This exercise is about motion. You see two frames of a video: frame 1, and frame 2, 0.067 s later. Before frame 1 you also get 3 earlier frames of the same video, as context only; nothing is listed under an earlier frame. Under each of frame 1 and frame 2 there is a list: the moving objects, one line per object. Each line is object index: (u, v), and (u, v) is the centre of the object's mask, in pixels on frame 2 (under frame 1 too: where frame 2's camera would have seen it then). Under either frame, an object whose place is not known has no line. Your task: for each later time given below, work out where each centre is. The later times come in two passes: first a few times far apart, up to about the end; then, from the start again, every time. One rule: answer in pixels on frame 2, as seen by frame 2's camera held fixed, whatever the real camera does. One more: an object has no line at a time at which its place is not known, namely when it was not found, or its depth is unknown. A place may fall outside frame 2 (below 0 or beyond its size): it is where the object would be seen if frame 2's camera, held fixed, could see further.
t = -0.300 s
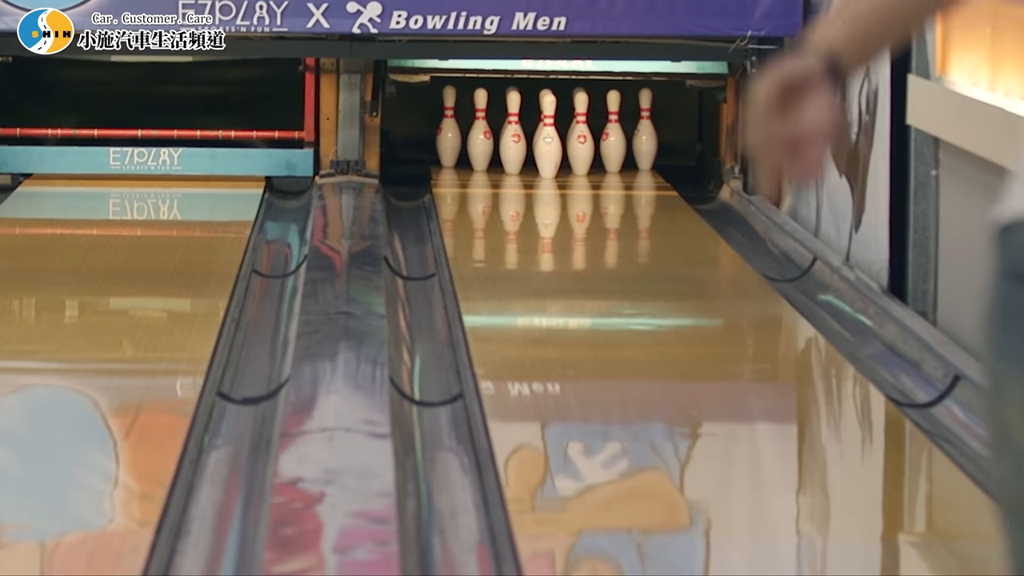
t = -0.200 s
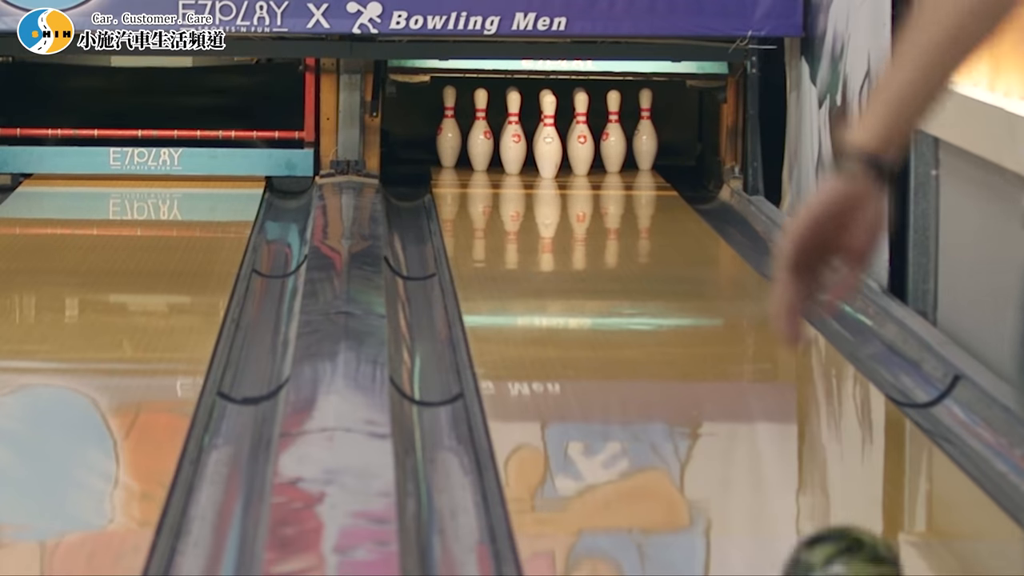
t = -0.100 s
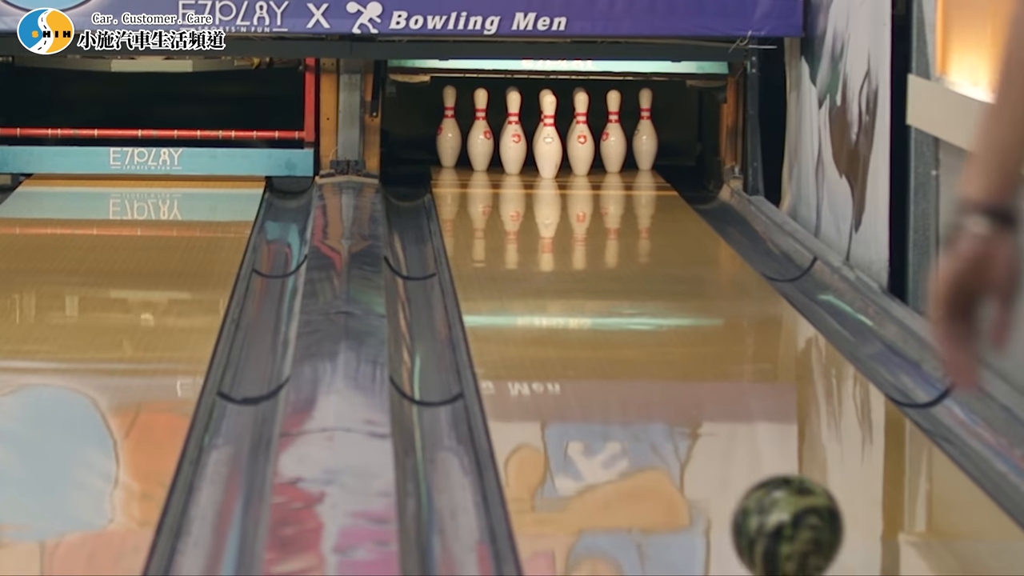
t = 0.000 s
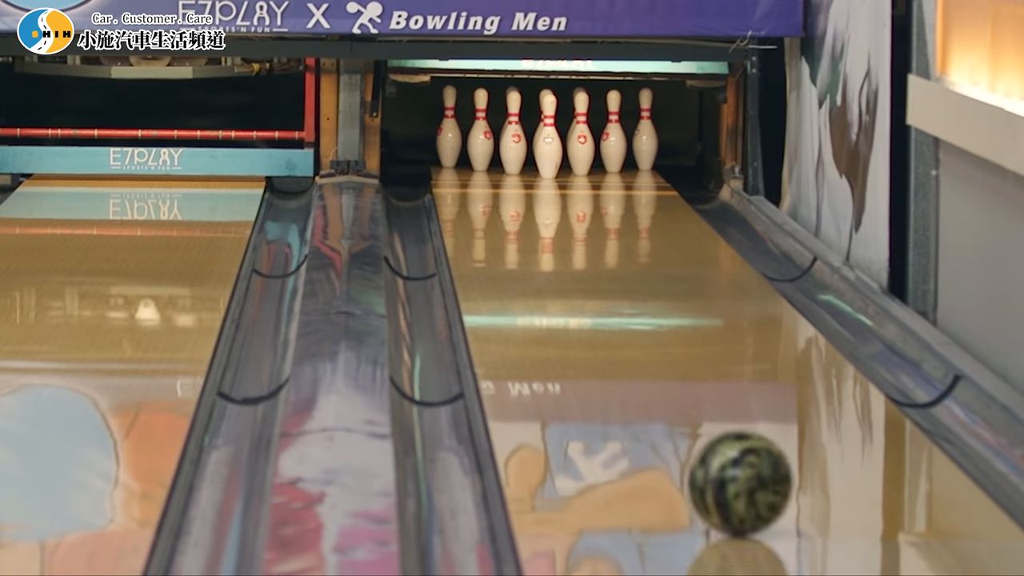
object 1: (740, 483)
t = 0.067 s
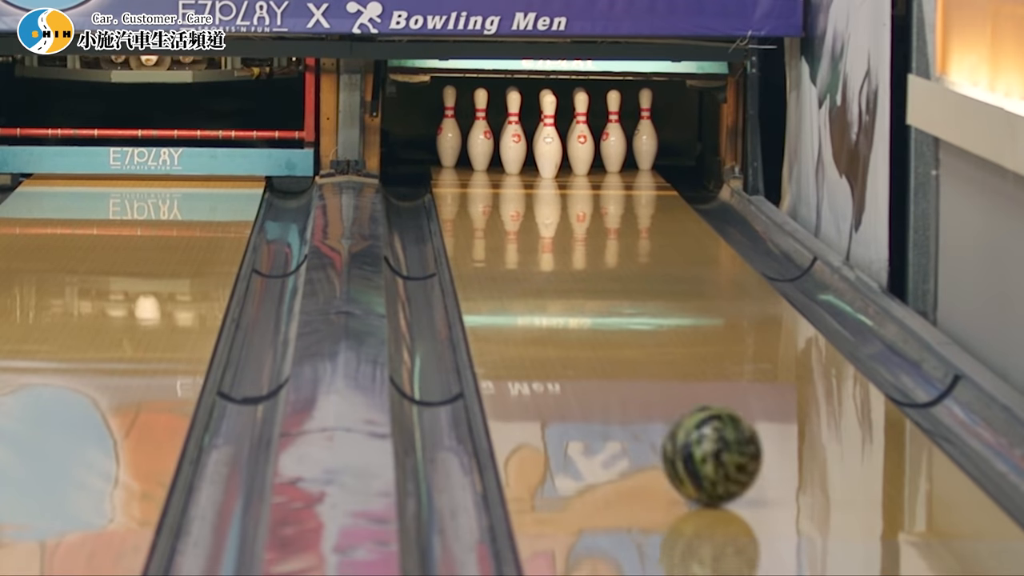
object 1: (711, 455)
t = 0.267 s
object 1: (642, 385)
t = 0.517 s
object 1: (574, 320)
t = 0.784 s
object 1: (520, 265)
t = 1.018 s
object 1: (482, 231)
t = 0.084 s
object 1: (705, 449)
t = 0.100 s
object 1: (698, 443)
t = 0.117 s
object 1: (692, 438)
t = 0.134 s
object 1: (686, 431)
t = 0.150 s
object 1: (680, 424)
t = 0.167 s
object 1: (674, 418)
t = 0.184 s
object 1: (668, 413)
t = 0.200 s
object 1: (663, 407)
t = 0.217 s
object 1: (658, 401)
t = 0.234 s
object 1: (652, 396)
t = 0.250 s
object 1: (647, 390)
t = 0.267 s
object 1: (642, 385)
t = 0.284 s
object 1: (637, 380)
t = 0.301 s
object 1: (632, 376)
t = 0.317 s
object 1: (627, 371)
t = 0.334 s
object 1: (622, 366)
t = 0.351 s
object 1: (617, 362)
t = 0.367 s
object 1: (613, 357)
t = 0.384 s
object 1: (608, 352)
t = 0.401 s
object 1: (603, 348)
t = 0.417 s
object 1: (599, 344)
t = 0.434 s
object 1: (595, 340)
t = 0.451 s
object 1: (591, 336)
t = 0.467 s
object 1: (586, 332)
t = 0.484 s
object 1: (582, 328)
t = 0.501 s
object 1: (578, 324)
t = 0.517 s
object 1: (574, 320)
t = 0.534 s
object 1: (570, 316)
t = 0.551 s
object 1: (566, 312)
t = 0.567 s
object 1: (563, 308)
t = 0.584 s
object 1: (559, 305)
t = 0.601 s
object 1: (555, 302)
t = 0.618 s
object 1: (552, 298)
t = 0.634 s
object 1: (548, 294)
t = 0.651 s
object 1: (545, 291)
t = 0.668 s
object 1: (542, 288)
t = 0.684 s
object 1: (538, 284)
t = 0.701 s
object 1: (535, 281)
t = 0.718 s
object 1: (532, 278)
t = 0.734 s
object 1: (529, 275)
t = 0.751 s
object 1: (526, 272)
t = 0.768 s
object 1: (523, 269)
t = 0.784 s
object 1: (520, 265)
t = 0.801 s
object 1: (517, 263)
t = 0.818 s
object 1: (514, 260)
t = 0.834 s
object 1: (511, 258)
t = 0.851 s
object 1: (509, 255)
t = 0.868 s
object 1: (506, 253)
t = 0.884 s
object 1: (503, 250)
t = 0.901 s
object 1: (500, 248)
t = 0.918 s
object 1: (497, 245)
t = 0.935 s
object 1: (495, 242)
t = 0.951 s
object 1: (492, 240)
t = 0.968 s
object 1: (490, 238)
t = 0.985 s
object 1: (487, 235)
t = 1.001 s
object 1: (485, 233)
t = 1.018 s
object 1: (482, 231)
